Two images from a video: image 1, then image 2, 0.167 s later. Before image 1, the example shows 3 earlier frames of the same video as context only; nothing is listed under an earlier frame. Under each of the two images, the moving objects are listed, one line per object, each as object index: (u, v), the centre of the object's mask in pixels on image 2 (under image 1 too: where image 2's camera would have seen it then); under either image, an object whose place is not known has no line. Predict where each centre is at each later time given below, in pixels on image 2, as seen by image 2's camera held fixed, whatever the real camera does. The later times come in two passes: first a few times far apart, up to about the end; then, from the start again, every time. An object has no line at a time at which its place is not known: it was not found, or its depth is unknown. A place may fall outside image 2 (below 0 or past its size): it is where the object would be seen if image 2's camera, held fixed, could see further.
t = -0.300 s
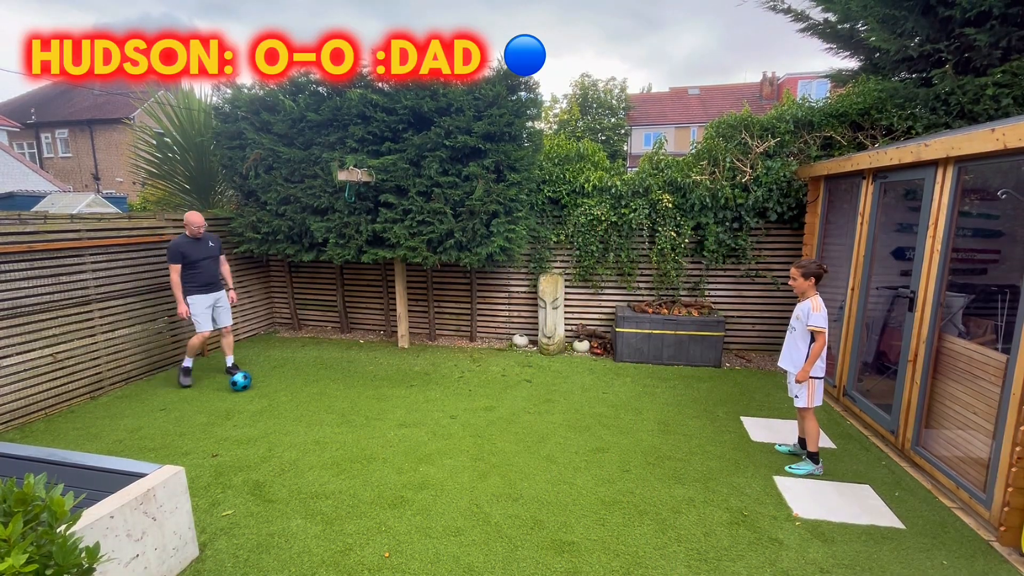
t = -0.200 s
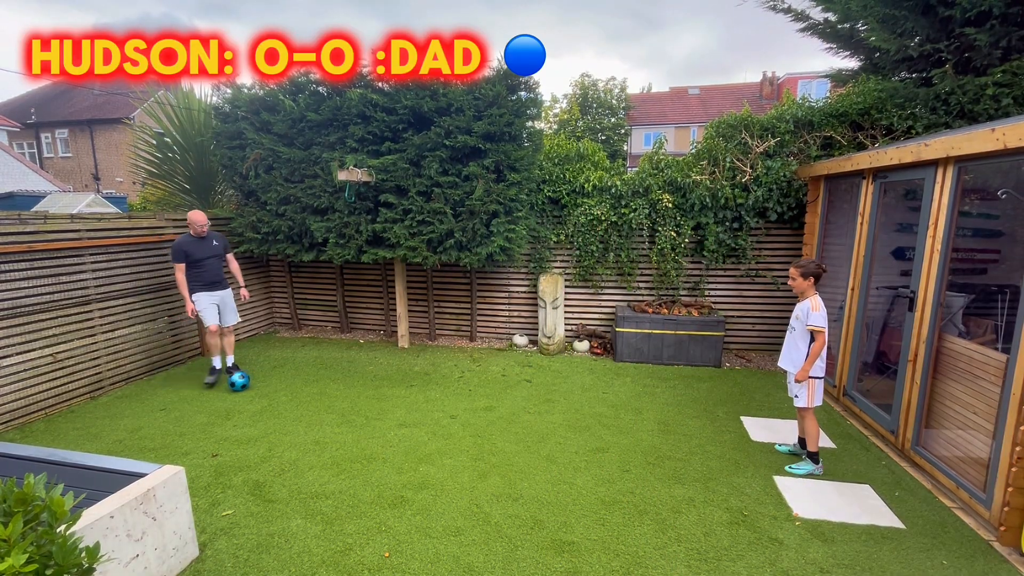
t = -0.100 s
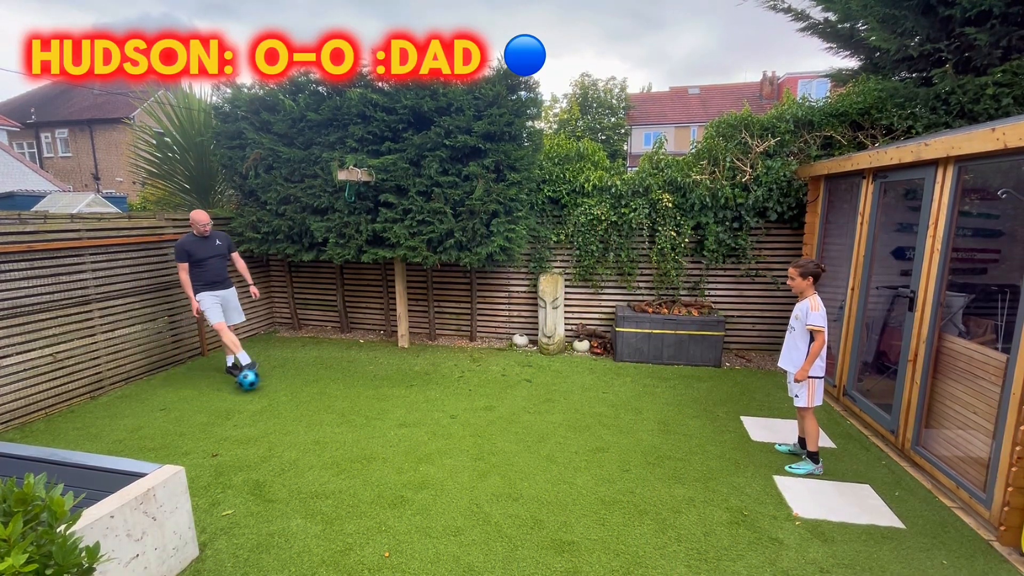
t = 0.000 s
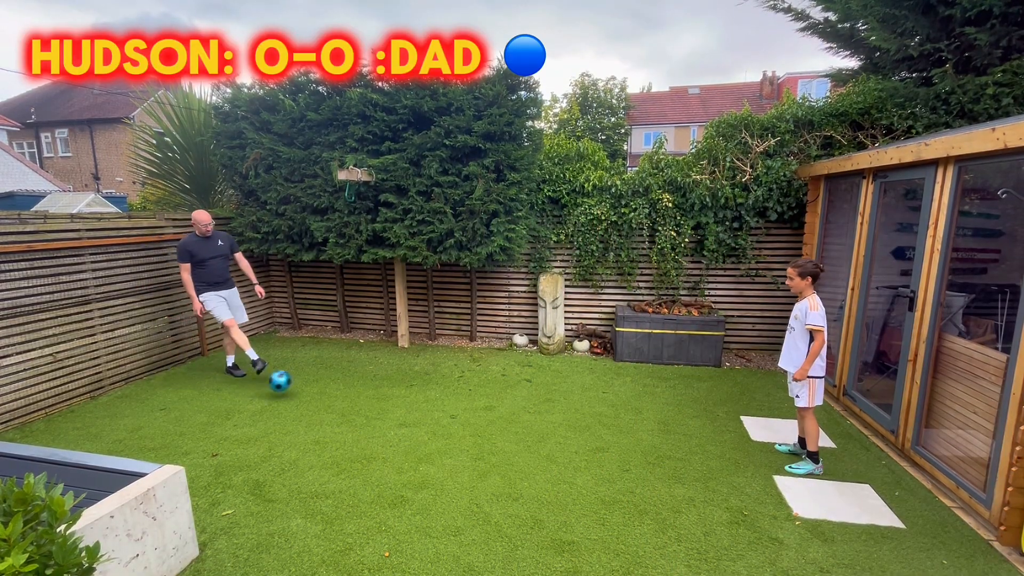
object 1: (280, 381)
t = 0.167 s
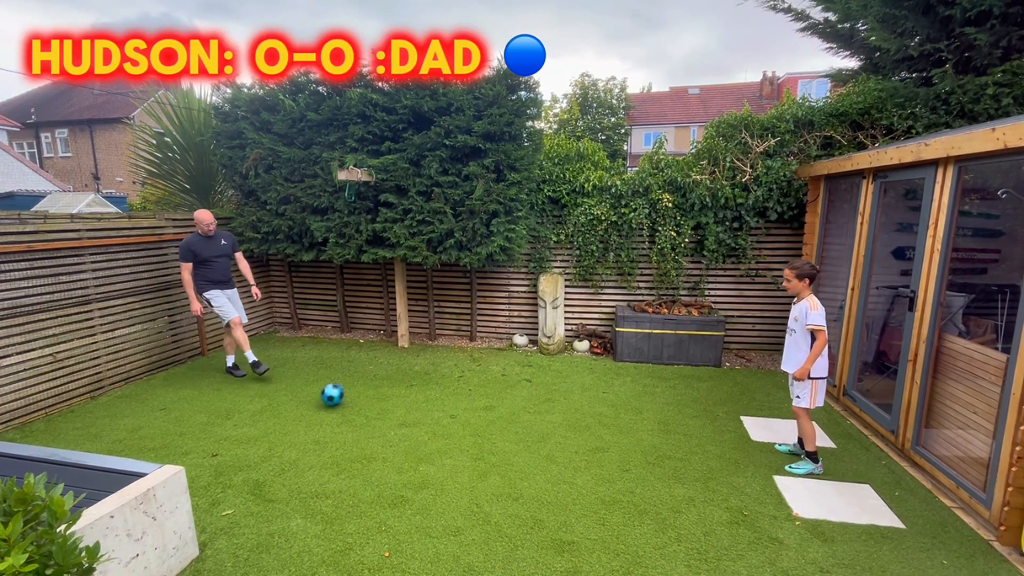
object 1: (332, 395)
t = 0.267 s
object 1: (353, 392)
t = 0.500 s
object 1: (402, 407)
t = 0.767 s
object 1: (447, 419)
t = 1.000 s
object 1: (486, 431)
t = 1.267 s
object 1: (535, 446)
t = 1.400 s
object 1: (560, 452)
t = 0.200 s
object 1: (339, 393)
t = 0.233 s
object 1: (346, 392)
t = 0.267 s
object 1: (353, 392)
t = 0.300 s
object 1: (361, 394)
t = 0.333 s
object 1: (368, 396)
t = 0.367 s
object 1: (376, 399)
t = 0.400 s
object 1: (383, 405)
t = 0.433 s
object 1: (391, 410)
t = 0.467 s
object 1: (396, 409)
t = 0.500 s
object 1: (402, 407)
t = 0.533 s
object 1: (407, 406)
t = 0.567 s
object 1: (412, 407)
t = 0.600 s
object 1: (418, 409)
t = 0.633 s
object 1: (424, 411)
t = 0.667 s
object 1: (430, 415)
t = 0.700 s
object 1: (436, 420)
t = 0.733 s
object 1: (442, 421)
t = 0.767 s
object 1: (447, 419)
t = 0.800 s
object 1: (453, 419)
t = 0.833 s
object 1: (458, 421)
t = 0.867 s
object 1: (463, 423)
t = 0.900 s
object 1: (468, 426)
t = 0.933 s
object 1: (473, 430)
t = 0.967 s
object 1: (480, 430)
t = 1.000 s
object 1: (486, 431)
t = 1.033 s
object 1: (491, 433)
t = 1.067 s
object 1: (498, 436)
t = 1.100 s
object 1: (504, 437)
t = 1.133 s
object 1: (510, 439)
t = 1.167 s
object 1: (516, 441)
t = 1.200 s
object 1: (523, 443)
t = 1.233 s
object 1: (529, 444)
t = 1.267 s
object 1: (535, 446)
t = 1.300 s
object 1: (541, 447)
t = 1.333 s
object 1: (547, 448)
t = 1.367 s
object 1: (553, 450)
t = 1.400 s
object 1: (560, 452)
